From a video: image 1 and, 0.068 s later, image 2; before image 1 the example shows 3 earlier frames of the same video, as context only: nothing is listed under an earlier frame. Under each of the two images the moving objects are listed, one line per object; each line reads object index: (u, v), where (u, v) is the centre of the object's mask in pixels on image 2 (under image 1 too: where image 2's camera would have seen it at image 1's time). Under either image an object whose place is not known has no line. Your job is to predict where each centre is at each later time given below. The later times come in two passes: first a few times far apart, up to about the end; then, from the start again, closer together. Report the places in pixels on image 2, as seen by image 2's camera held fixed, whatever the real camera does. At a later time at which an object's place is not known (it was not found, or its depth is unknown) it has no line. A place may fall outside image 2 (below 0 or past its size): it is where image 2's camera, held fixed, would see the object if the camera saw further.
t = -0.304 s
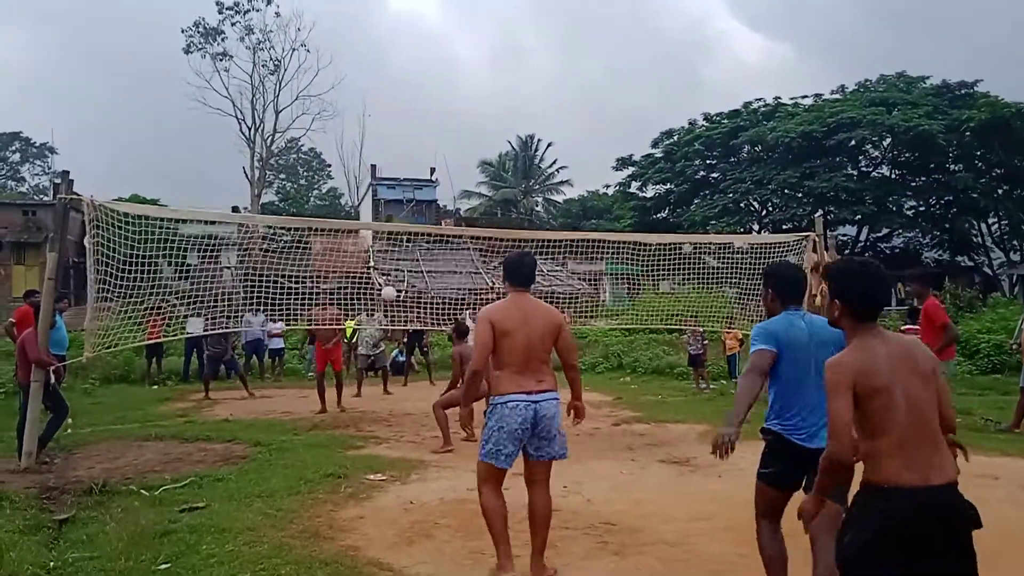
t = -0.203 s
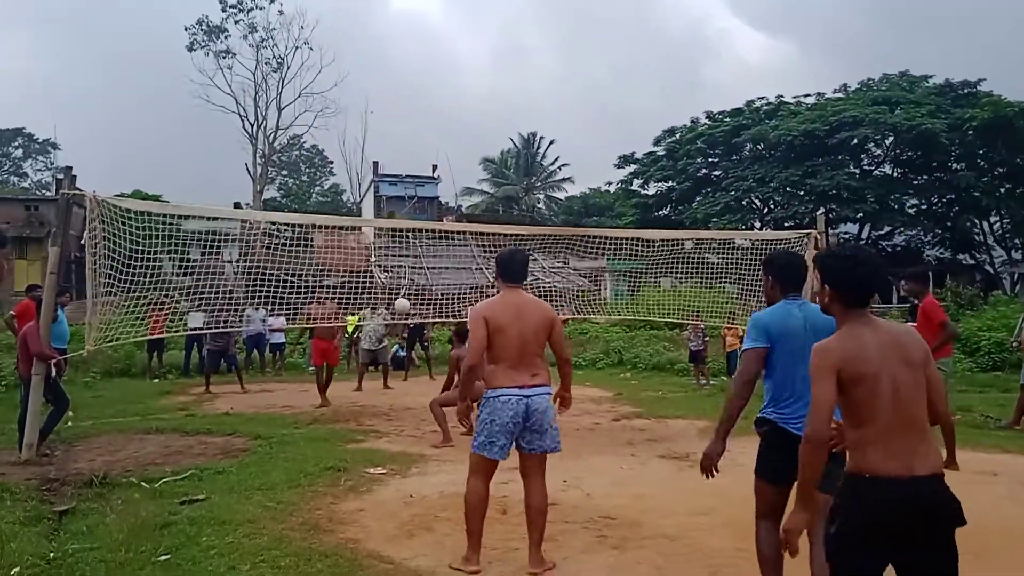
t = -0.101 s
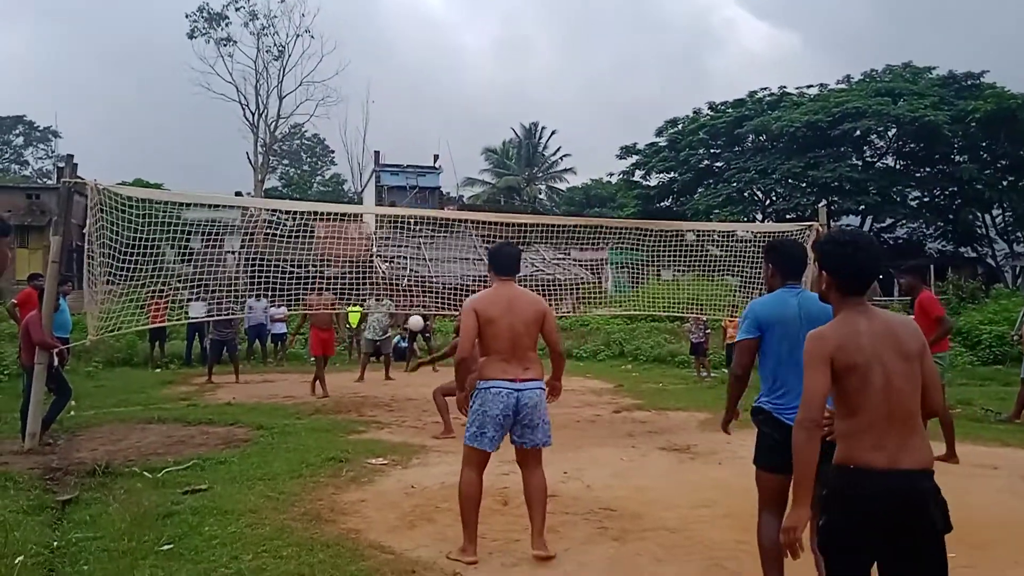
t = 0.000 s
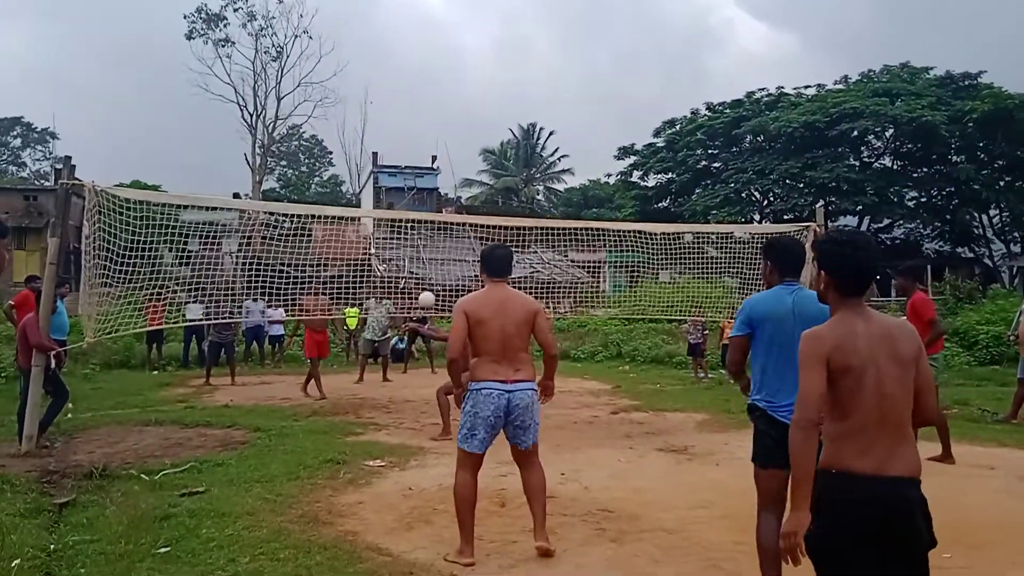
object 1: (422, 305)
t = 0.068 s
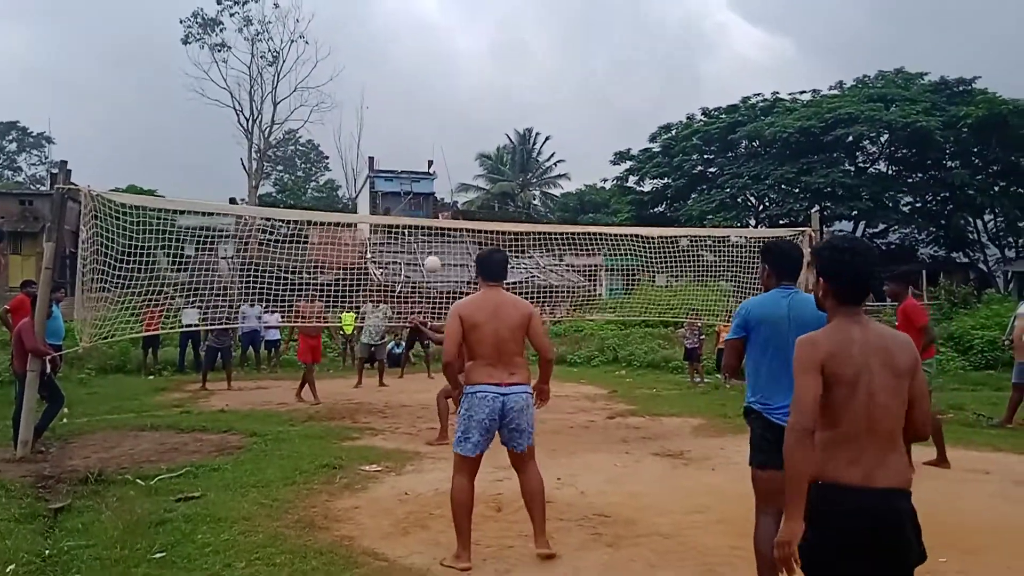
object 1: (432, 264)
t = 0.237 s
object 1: (458, 177)
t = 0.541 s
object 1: (514, 63)
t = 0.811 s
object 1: (584, 40)
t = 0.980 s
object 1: (641, 84)
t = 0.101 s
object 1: (437, 246)
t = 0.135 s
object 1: (441, 228)
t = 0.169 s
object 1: (446, 208)
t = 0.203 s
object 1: (453, 191)
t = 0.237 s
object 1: (458, 177)
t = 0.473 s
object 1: (500, 82)
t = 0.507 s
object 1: (507, 72)
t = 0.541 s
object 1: (514, 63)
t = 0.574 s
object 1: (522, 55)
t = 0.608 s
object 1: (530, 48)
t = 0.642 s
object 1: (538, 43)
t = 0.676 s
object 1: (546, 39)
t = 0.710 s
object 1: (555, 37)
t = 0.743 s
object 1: (564, 36)
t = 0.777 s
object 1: (574, 37)
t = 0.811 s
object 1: (584, 40)
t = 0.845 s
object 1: (594, 45)
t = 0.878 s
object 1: (605, 51)
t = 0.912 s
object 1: (616, 58)
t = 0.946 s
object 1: (628, 70)
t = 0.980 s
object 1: (641, 84)
